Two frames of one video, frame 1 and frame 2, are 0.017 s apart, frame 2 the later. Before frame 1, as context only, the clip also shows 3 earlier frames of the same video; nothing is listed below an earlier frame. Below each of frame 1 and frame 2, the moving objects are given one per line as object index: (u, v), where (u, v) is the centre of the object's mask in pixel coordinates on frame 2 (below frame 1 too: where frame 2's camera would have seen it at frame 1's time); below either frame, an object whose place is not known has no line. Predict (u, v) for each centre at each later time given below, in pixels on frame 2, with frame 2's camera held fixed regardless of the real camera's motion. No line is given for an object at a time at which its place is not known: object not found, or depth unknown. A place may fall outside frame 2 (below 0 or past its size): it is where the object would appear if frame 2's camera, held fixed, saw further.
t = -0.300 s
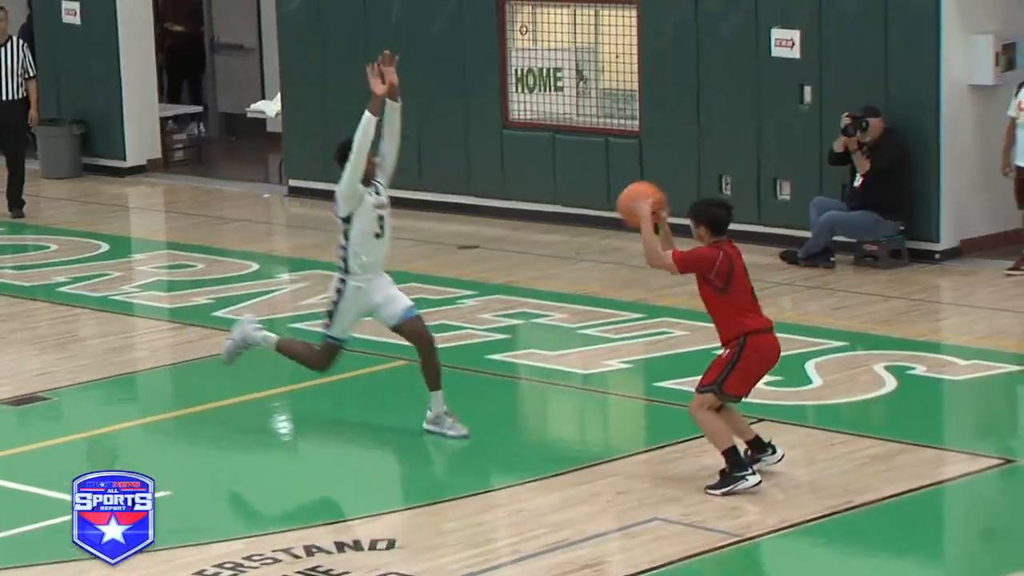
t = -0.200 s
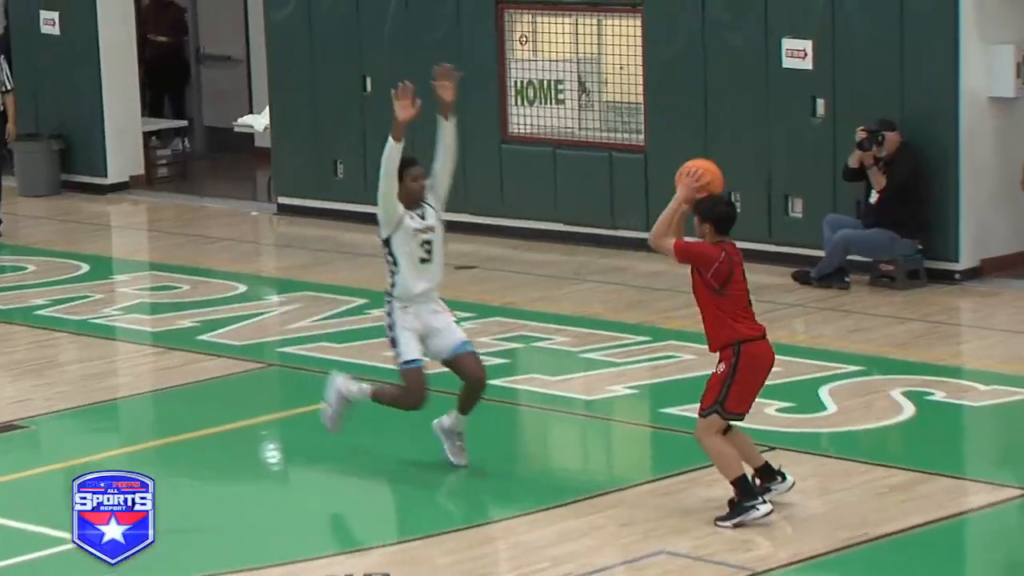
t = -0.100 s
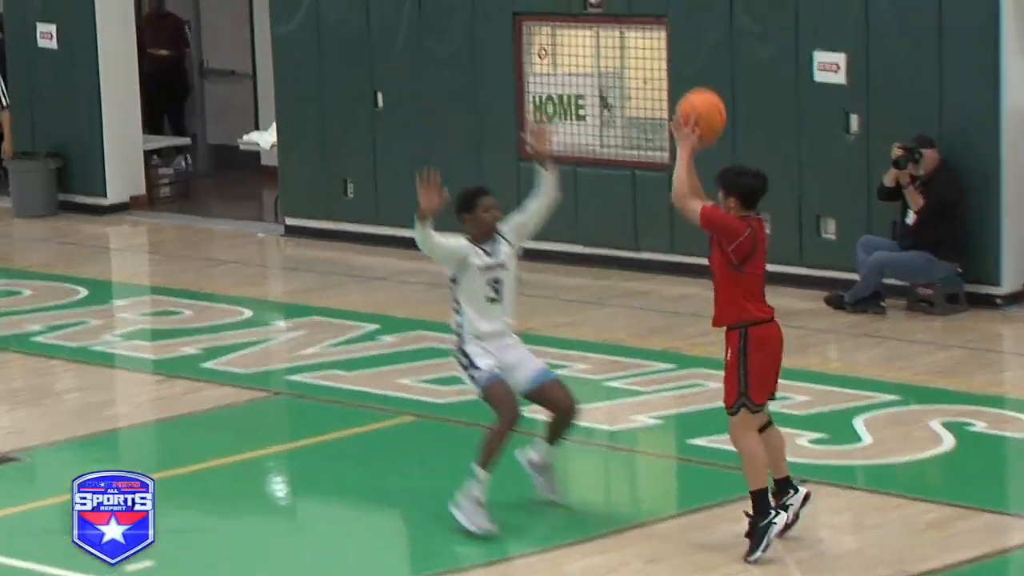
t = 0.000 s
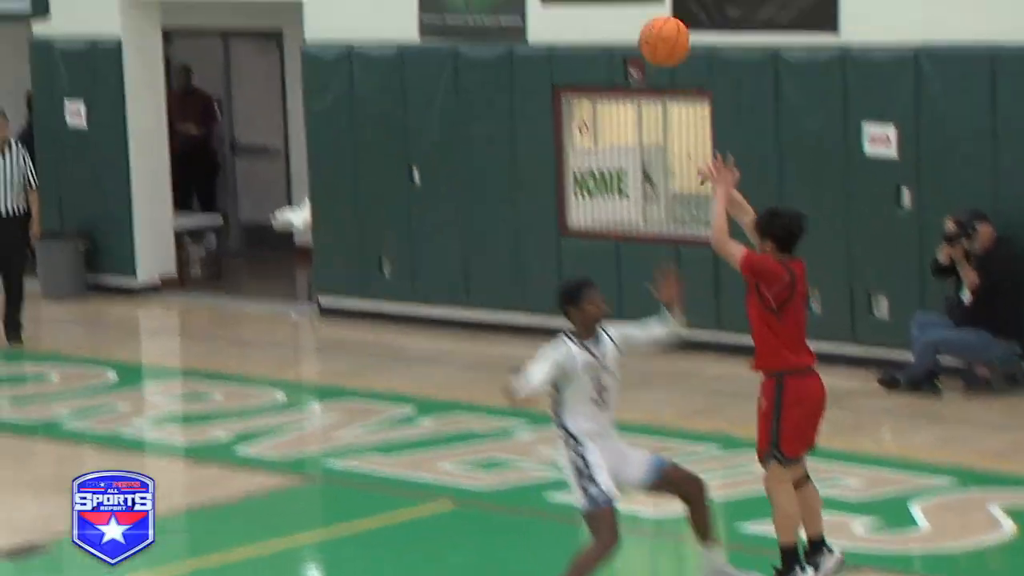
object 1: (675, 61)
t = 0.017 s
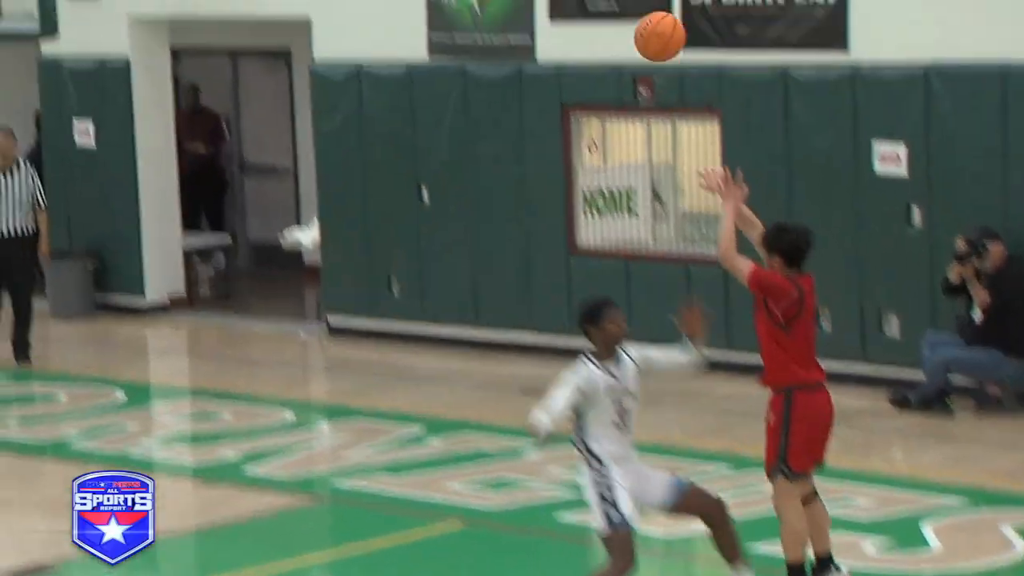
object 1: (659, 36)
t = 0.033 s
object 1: (645, 13)
